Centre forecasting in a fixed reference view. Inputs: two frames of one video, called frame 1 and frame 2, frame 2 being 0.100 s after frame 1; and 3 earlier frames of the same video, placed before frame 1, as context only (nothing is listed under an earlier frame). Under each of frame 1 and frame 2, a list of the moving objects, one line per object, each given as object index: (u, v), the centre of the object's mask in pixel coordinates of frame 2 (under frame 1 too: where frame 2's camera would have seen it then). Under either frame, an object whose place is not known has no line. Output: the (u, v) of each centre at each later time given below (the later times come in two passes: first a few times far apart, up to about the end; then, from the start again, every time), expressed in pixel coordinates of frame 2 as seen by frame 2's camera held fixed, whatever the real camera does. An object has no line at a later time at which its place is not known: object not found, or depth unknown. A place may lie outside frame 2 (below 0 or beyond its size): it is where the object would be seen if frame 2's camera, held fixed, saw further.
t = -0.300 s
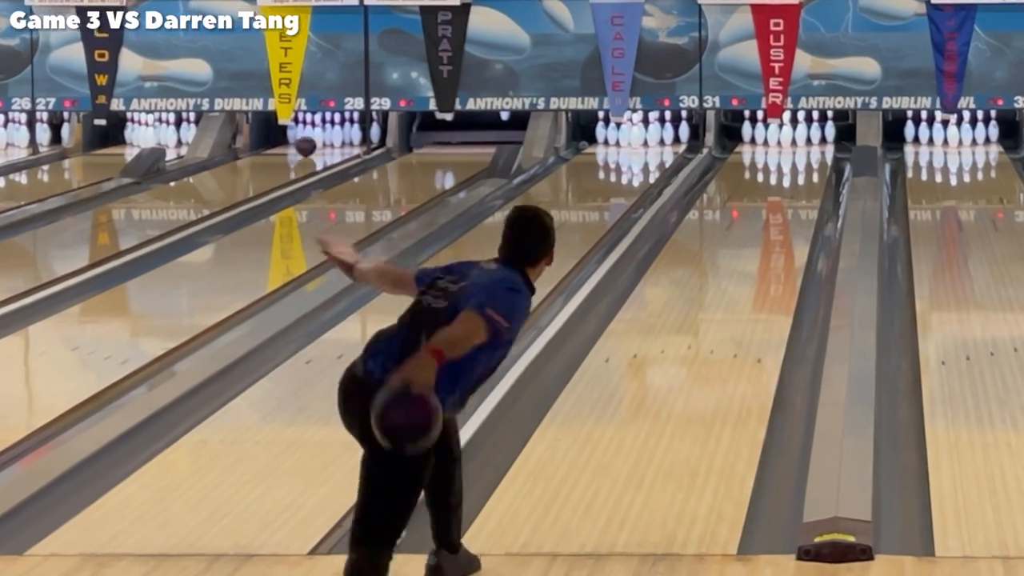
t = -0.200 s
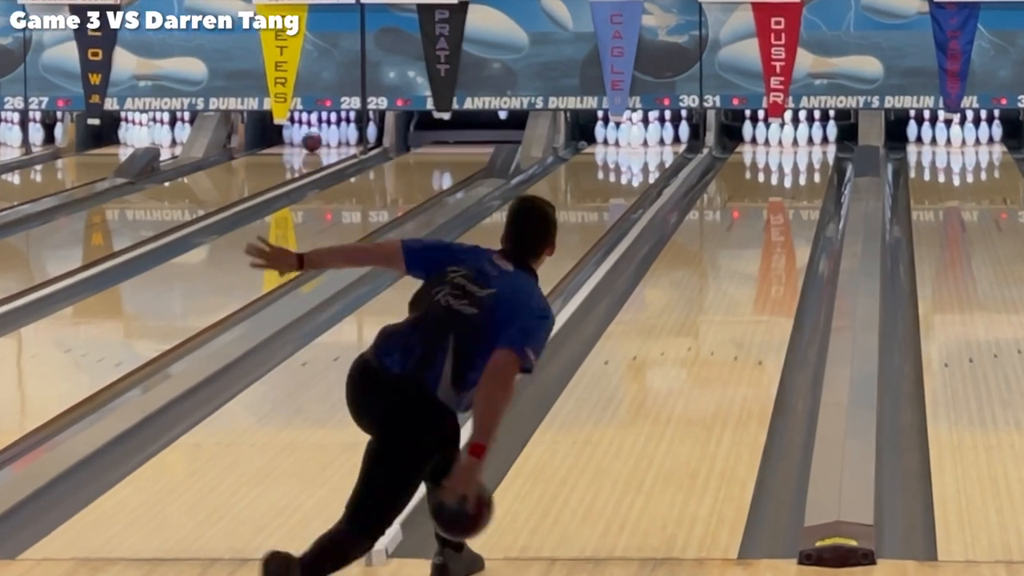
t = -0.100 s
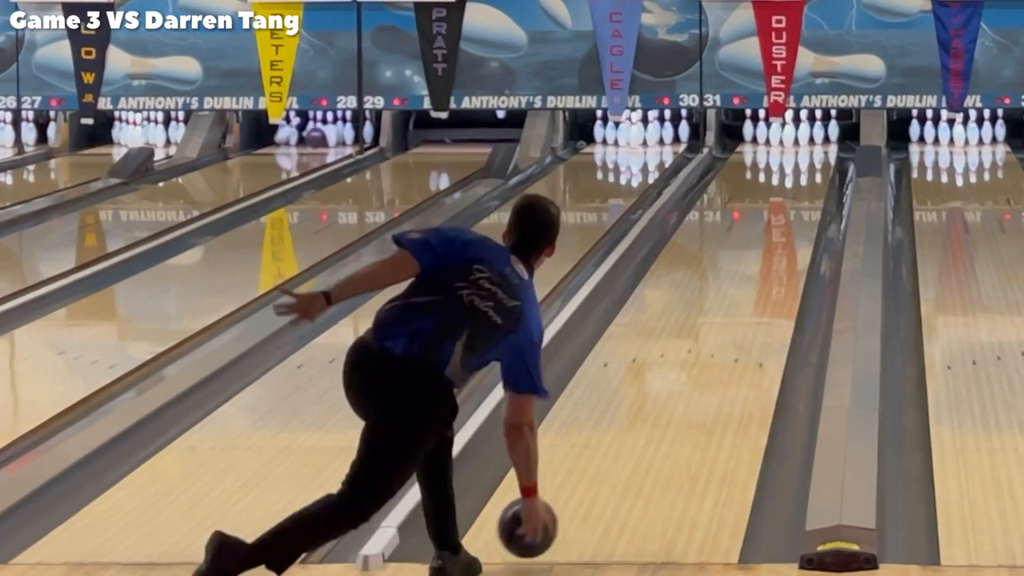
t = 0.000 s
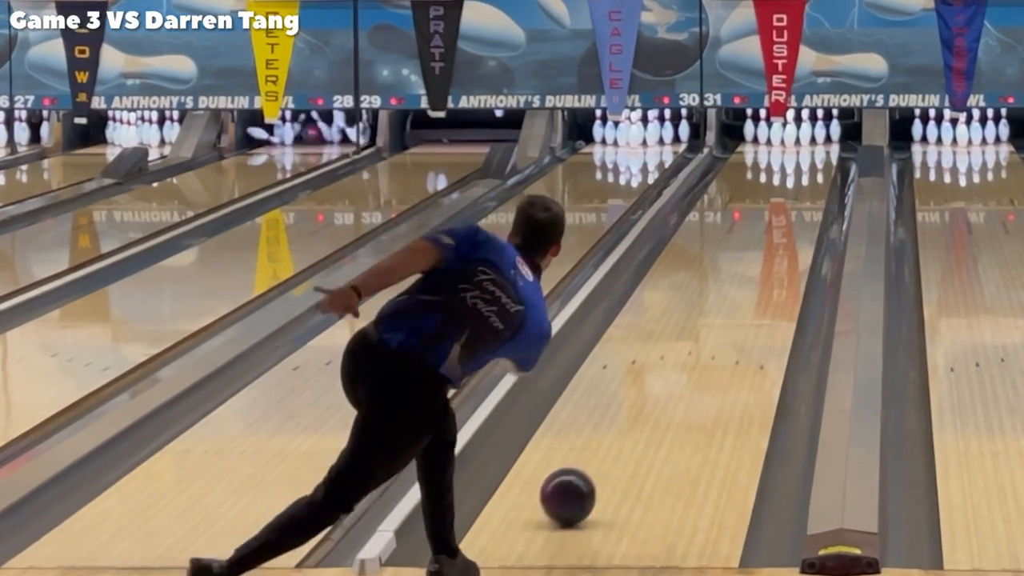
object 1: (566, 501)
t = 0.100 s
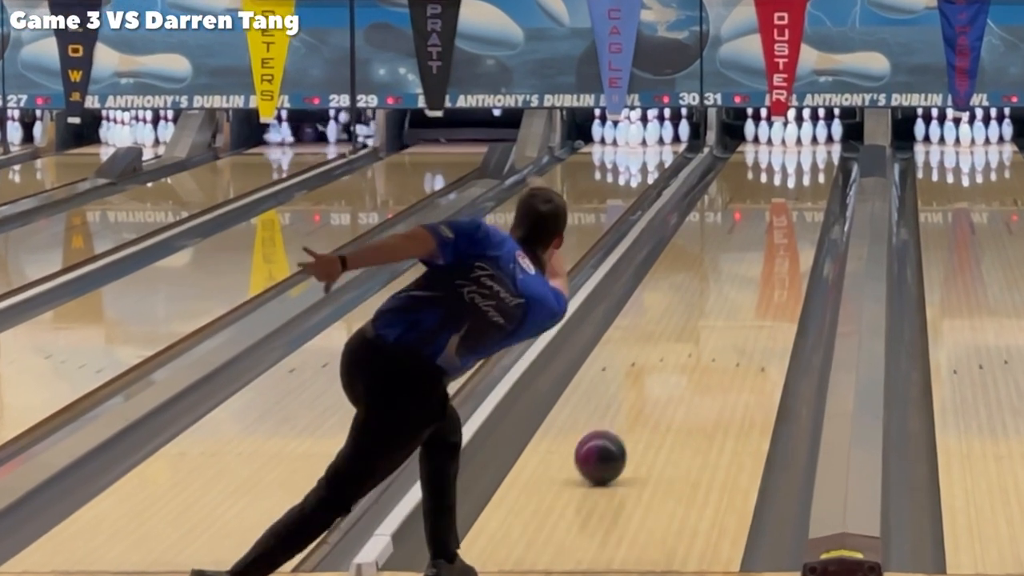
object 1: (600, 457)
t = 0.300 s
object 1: (654, 387)
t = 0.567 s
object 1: (708, 321)
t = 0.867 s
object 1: (752, 267)
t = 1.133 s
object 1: (781, 230)
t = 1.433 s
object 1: (805, 197)
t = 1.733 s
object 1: (820, 170)
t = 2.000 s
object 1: (821, 150)
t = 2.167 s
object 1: (816, 140)
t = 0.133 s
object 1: (610, 444)
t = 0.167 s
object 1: (620, 432)
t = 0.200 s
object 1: (629, 419)
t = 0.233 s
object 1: (638, 408)
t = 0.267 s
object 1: (647, 397)
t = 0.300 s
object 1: (654, 387)
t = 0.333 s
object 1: (662, 377)
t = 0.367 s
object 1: (670, 368)
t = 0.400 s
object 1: (677, 359)
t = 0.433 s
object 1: (684, 351)
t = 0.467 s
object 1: (690, 343)
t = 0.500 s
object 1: (696, 335)
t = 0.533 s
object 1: (702, 328)
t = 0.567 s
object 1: (708, 321)
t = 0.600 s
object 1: (714, 314)
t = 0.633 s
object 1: (719, 308)
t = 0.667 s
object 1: (724, 301)
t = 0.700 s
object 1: (729, 295)
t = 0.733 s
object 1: (734, 289)
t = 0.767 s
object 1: (739, 283)
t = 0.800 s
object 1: (743, 278)
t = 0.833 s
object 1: (748, 272)
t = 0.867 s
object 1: (752, 267)
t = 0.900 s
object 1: (756, 262)
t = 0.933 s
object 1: (760, 257)
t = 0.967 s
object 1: (764, 252)
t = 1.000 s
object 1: (767, 248)
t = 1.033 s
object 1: (771, 243)
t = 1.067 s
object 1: (774, 238)
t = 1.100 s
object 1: (778, 234)
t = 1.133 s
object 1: (781, 230)
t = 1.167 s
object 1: (784, 226)
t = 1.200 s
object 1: (787, 221)
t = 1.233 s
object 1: (790, 218)
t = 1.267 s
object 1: (793, 214)
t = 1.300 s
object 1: (795, 210)
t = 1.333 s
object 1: (798, 207)
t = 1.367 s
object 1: (801, 203)
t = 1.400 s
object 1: (803, 200)
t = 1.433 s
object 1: (805, 197)
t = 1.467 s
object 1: (808, 193)
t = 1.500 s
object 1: (810, 190)
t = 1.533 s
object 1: (812, 187)
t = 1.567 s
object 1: (813, 184)
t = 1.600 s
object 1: (815, 181)
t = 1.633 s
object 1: (817, 178)
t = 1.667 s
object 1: (818, 175)
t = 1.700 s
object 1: (819, 173)
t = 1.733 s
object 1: (820, 170)
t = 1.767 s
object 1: (821, 167)
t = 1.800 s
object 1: (821, 165)
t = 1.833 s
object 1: (821, 162)
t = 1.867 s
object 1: (822, 160)
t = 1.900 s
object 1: (822, 158)
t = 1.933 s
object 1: (821, 155)
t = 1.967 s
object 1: (821, 153)
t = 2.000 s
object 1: (821, 150)
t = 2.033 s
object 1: (820, 148)
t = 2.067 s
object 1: (819, 146)
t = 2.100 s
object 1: (818, 144)
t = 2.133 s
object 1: (817, 142)
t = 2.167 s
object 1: (816, 140)
